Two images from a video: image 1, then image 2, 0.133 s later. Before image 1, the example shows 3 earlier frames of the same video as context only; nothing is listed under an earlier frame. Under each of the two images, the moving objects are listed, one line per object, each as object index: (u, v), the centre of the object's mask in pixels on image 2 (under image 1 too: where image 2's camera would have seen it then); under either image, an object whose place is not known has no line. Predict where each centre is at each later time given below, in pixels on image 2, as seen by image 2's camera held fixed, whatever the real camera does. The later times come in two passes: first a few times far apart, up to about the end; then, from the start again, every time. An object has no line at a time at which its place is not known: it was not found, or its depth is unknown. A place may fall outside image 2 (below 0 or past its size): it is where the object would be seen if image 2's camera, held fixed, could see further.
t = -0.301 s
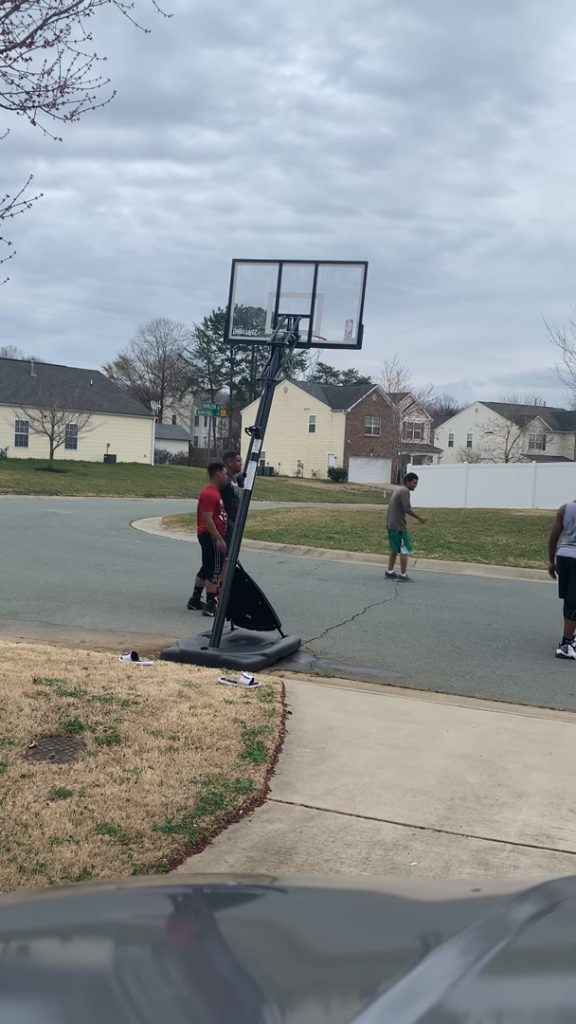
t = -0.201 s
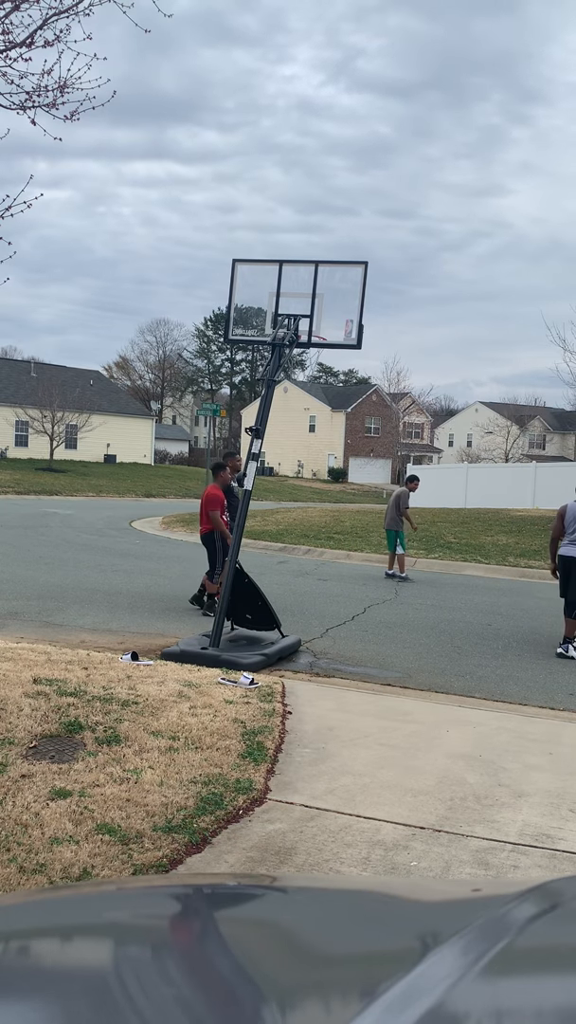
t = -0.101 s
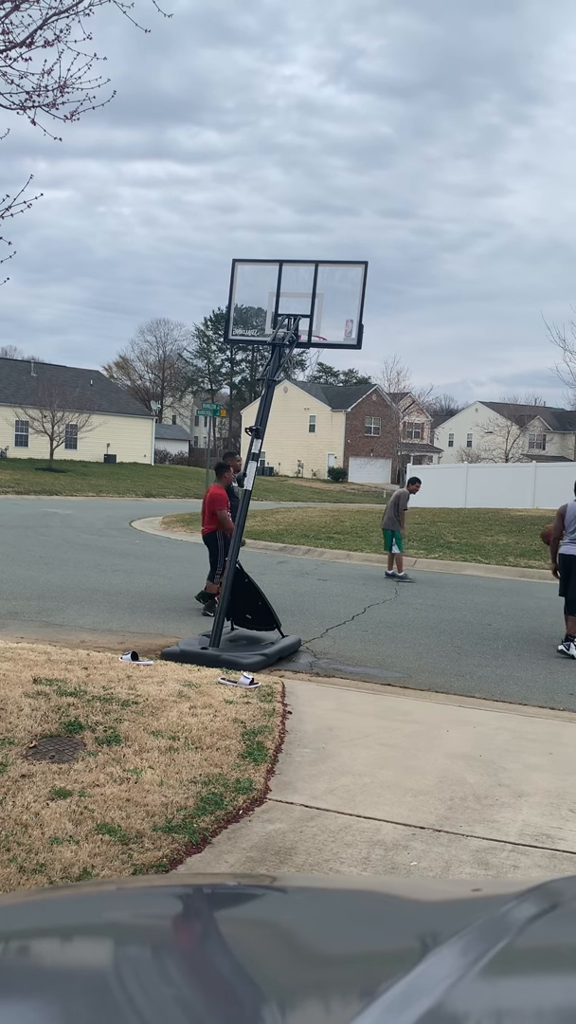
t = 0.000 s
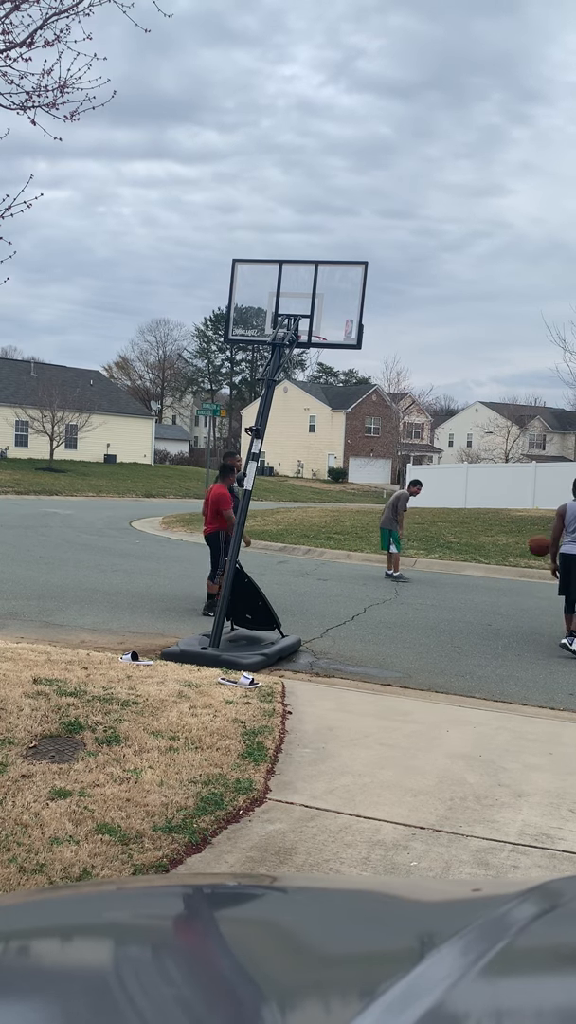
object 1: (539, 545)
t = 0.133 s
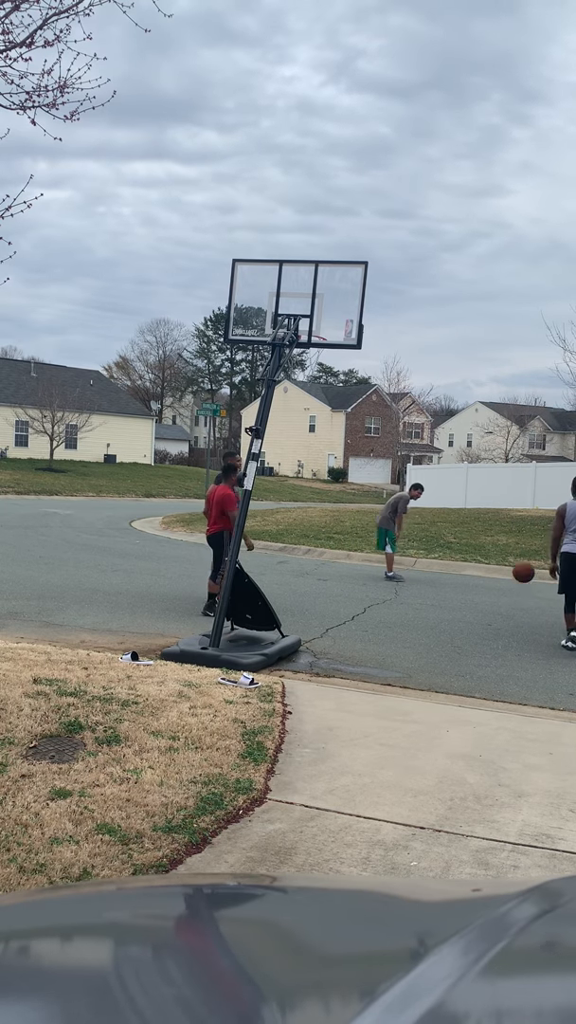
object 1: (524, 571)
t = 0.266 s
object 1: (508, 611)
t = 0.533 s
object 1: (491, 556)
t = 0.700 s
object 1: (480, 552)
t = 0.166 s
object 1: (519, 580)
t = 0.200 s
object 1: (515, 590)
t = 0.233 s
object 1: (512, 601)
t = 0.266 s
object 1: (508, 611)
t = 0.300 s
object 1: (506, 601)
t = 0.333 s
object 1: (504, 592)
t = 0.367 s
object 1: (502, 583)
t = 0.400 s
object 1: (500, 576)
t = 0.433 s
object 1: (497, 569)
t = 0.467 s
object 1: (496, 563)
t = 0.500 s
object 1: (493, 560)
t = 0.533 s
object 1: (491, 556)
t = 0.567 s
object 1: (489, 554)
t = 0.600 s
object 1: (486, 551)
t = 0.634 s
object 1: (484, 551)
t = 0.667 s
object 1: (482, 552)
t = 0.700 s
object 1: (480, 552)
